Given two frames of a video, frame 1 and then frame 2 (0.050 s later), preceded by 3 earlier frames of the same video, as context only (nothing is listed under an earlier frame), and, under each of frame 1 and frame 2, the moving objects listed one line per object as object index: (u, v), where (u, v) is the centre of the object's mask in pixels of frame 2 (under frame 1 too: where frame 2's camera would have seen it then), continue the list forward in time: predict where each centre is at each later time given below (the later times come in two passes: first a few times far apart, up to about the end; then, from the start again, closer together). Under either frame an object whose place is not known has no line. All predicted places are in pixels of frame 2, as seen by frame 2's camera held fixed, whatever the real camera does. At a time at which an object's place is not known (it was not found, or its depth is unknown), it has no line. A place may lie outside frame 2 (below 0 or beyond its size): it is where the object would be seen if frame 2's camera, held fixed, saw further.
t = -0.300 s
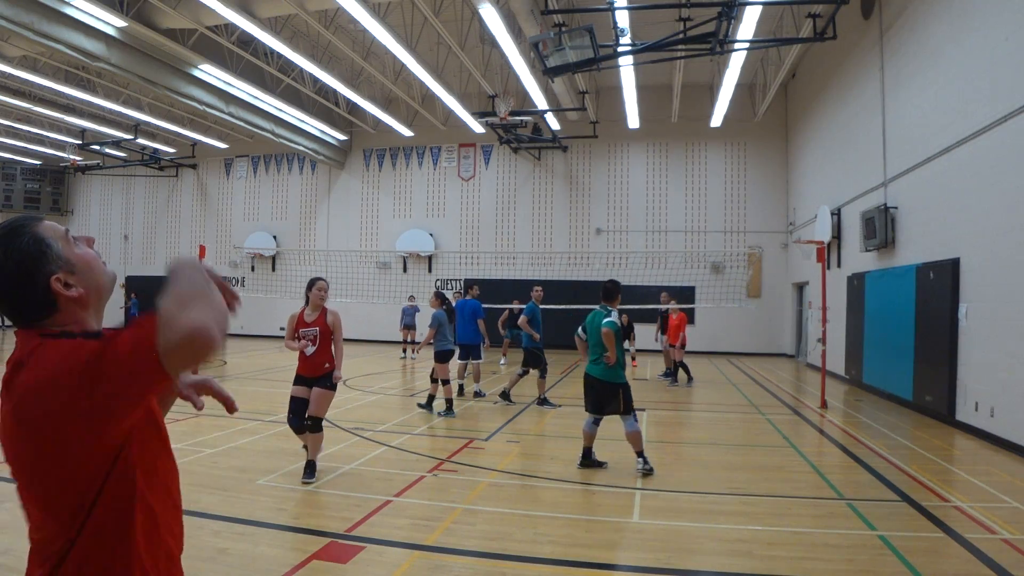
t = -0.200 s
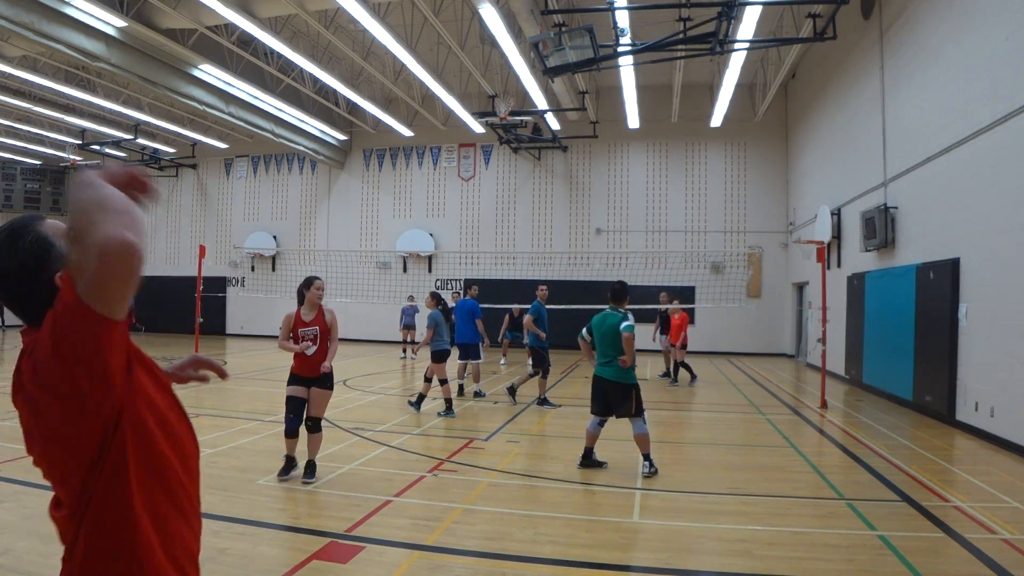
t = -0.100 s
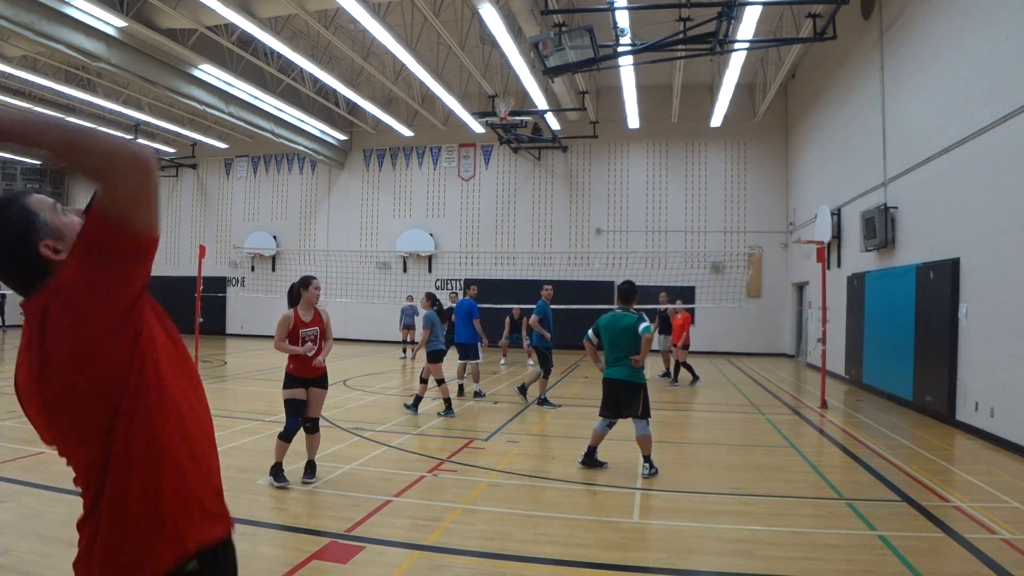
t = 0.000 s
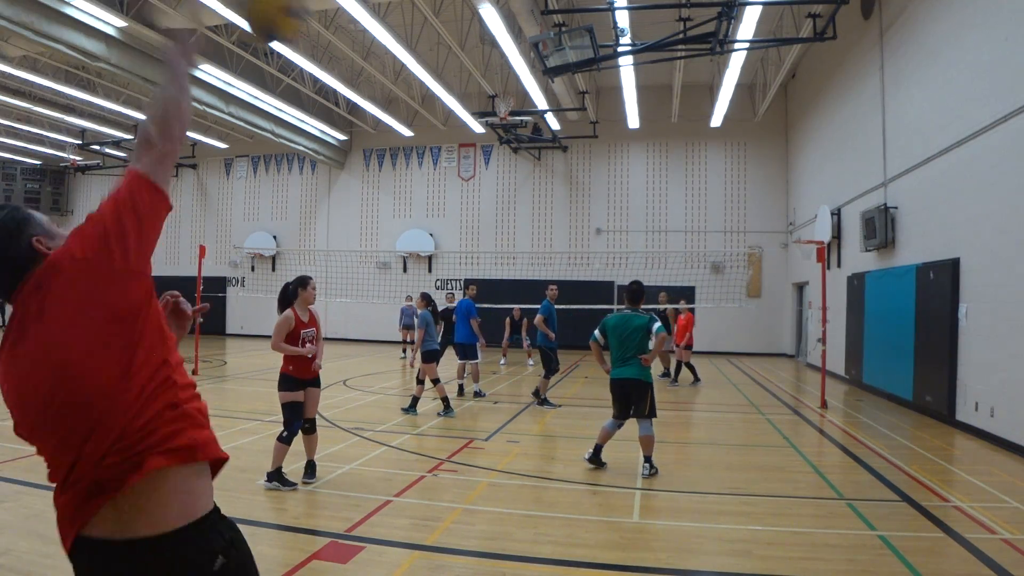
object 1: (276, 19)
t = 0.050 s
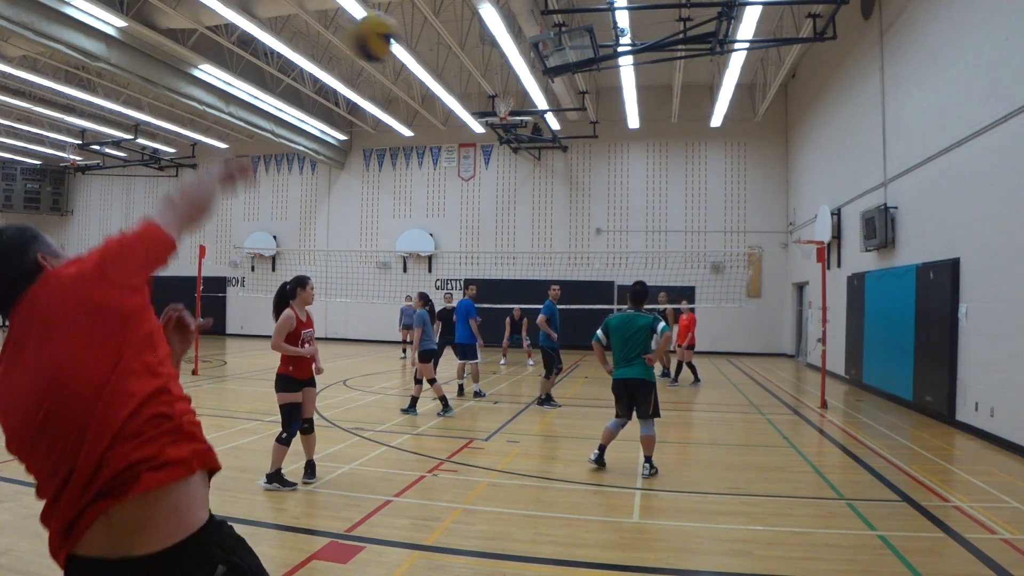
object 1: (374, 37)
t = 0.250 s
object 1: (503, 95)
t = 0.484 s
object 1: (549, 152)
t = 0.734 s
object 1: (572, 212)
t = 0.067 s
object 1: (397, 42)
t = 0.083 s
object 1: (415, 48)
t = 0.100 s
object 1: (431, 54)
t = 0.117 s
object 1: (444, 60)
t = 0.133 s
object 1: (455, 64)
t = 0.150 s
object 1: (465, 69)
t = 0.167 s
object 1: (474, 74)
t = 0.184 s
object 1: (481, 78)
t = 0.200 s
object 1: (488, 83)
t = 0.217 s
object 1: (494, 87)
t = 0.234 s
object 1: (499, 91)
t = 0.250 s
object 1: (503, 95)
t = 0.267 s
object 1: (507, 99)
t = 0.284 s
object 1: (512, 104)
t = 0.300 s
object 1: (516, 108)
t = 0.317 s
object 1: (519, 112)
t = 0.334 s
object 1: (523, 116)
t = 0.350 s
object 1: (527, 120)
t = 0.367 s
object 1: (530, 124)
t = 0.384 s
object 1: (533, 127)
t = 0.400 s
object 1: (536, 131)
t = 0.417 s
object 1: (539, 135)
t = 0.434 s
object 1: (542, 139)
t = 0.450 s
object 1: (545, 143)
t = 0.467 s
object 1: (547, 147)
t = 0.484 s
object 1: (549, 152)
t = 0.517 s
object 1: (554, 160)
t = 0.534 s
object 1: (555, 164)
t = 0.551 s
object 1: (557, 169)
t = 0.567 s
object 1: (558, 172)
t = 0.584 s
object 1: (560, 177)
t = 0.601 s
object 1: (561, 180)
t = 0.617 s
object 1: (563, 185)
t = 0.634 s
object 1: (564, 188)
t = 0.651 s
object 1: (566, 193)
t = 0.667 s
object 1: (567, 196)
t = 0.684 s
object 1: (569, 201)
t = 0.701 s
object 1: (570, 204)
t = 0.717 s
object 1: (571, 208)
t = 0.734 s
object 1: (572, 212)
